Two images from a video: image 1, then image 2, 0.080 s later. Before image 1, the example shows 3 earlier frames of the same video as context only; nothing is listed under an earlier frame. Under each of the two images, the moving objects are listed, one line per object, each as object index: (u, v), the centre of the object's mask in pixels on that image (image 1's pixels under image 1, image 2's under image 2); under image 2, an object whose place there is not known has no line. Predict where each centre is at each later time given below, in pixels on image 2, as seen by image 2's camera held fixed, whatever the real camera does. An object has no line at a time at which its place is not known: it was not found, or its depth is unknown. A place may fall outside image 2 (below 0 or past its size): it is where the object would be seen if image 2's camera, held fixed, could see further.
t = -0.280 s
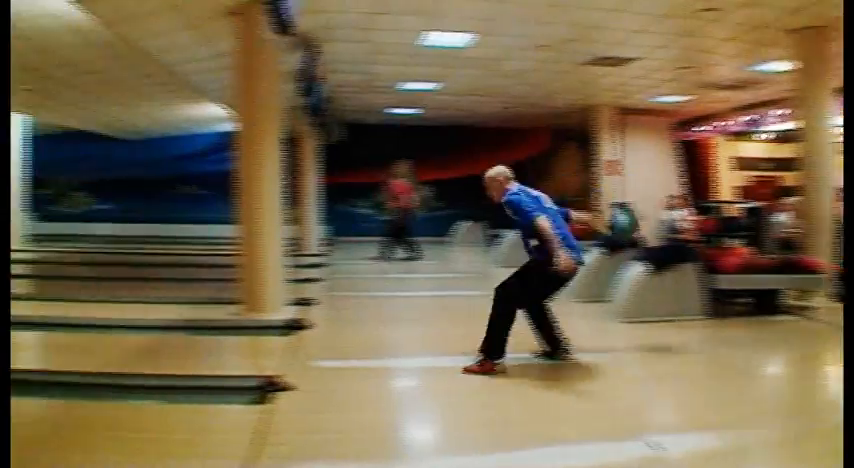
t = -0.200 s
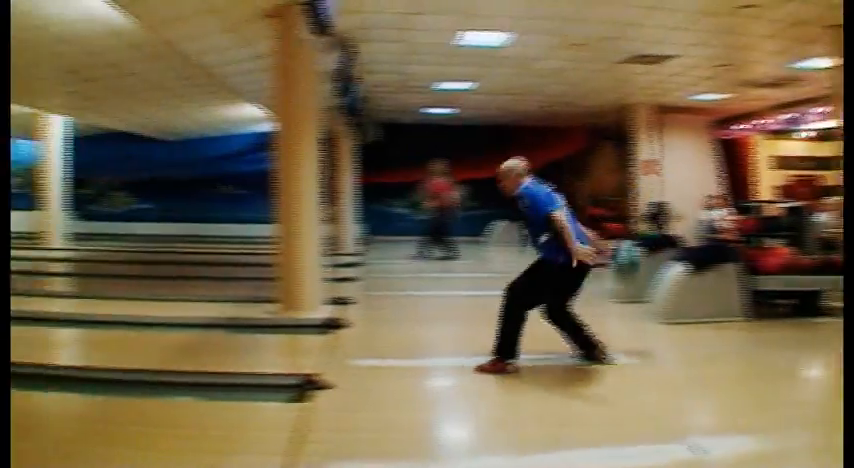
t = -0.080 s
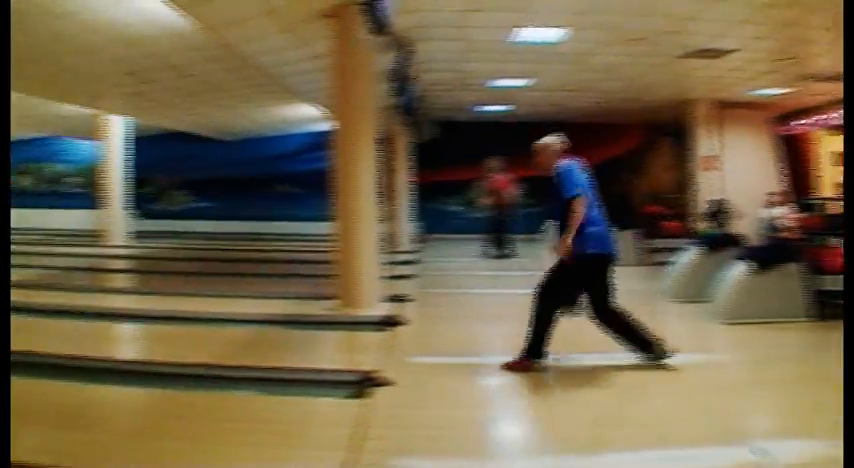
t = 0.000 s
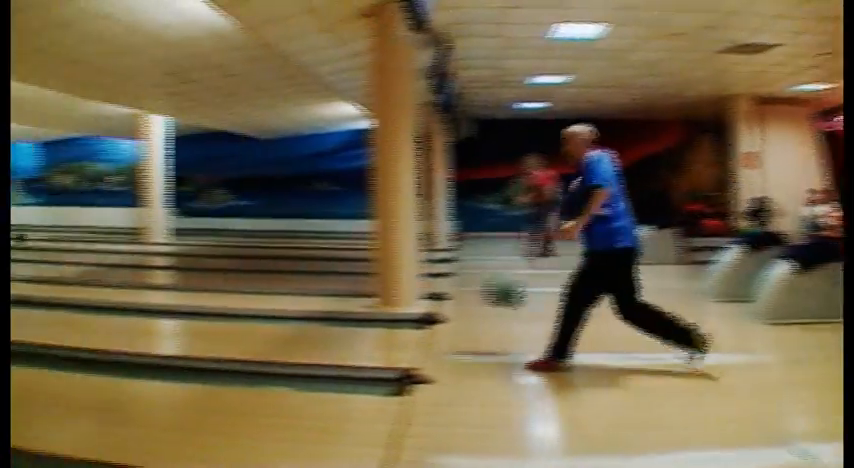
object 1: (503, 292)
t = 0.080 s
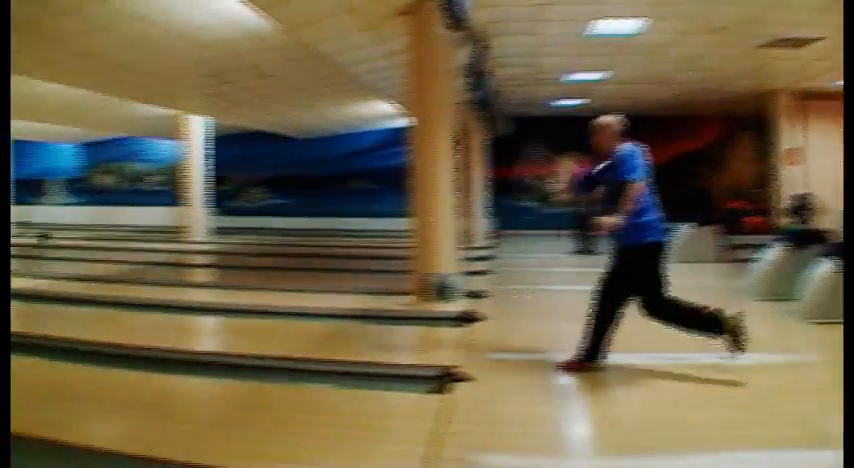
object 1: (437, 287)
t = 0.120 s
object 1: (389, 290)
